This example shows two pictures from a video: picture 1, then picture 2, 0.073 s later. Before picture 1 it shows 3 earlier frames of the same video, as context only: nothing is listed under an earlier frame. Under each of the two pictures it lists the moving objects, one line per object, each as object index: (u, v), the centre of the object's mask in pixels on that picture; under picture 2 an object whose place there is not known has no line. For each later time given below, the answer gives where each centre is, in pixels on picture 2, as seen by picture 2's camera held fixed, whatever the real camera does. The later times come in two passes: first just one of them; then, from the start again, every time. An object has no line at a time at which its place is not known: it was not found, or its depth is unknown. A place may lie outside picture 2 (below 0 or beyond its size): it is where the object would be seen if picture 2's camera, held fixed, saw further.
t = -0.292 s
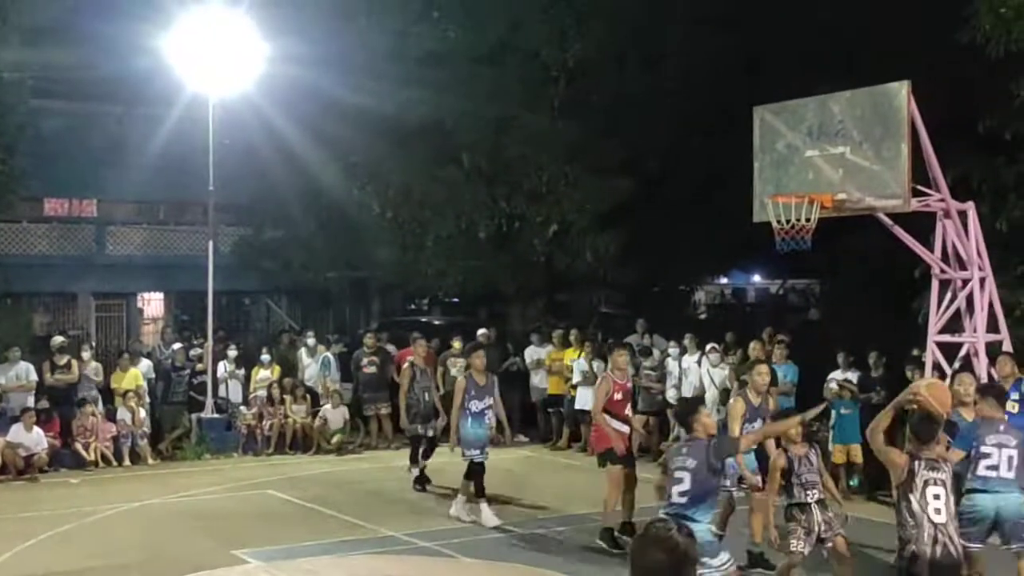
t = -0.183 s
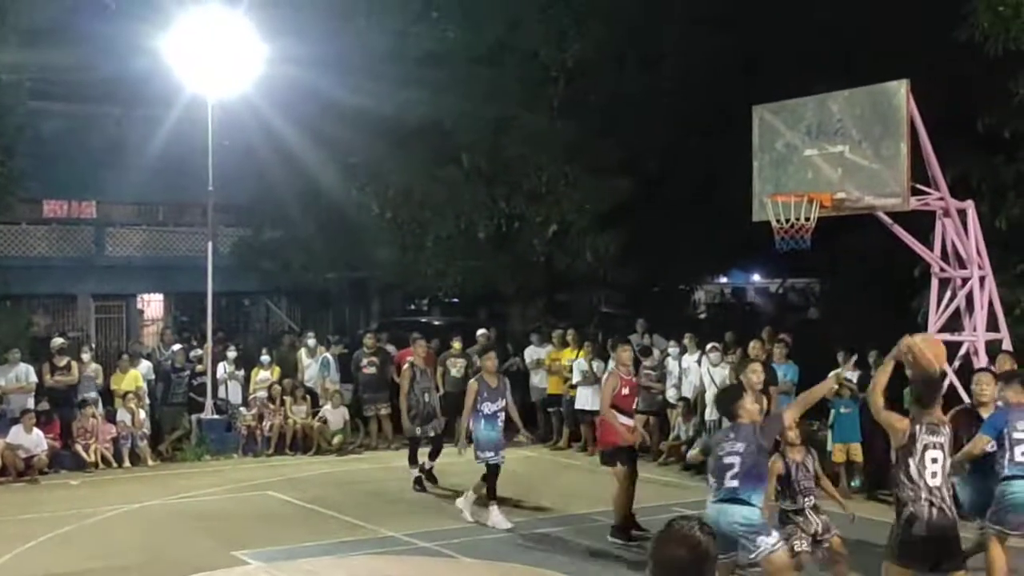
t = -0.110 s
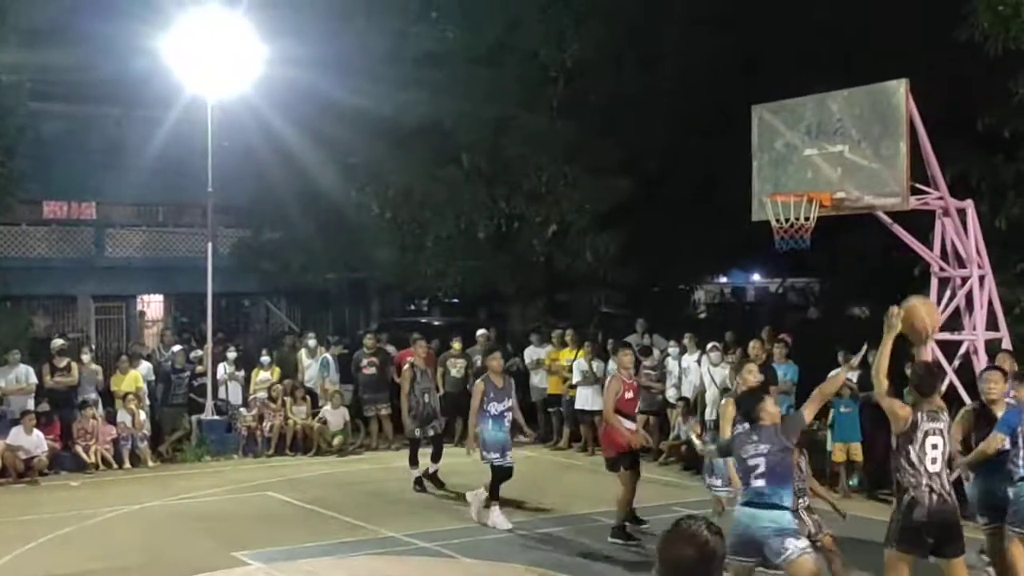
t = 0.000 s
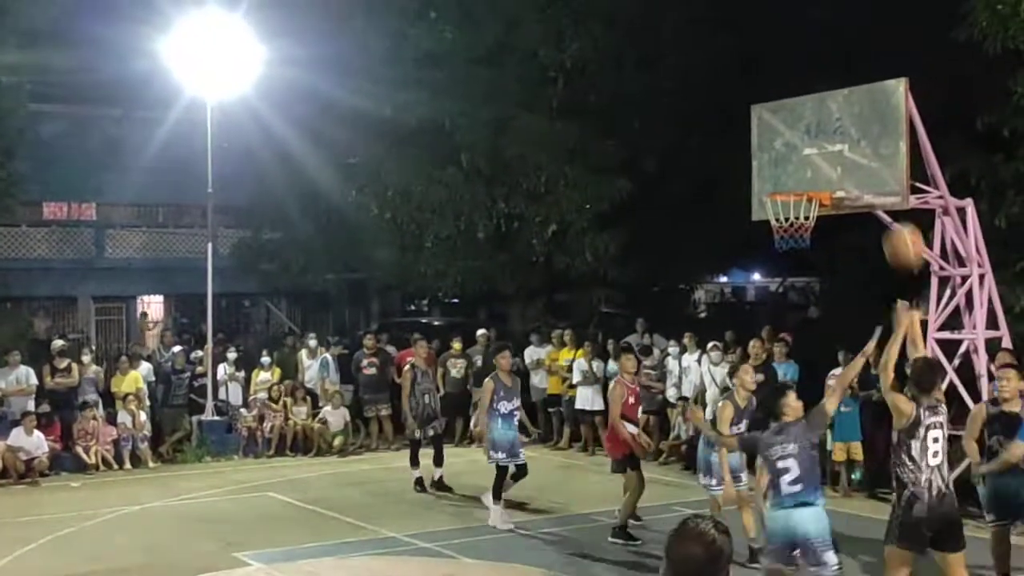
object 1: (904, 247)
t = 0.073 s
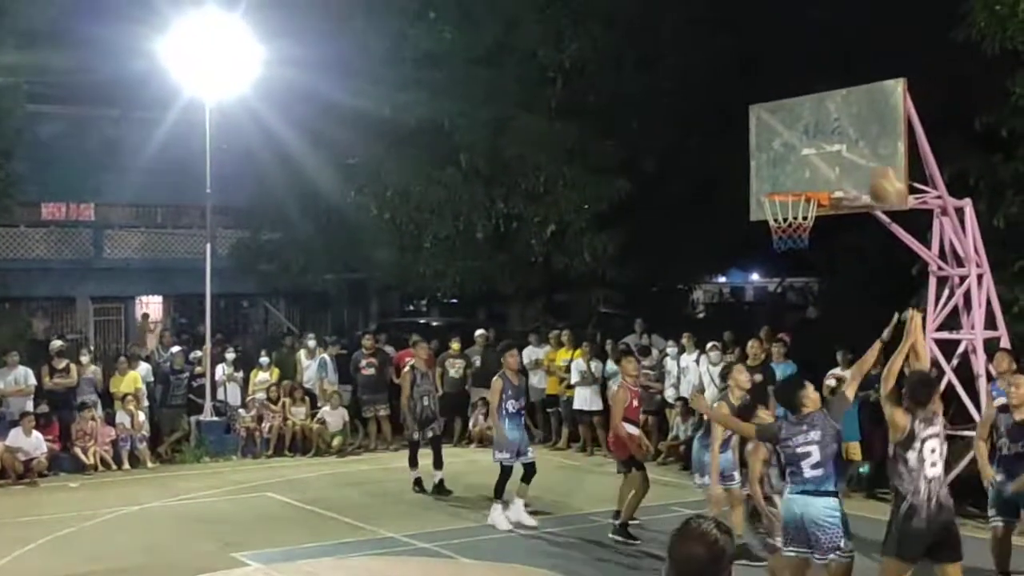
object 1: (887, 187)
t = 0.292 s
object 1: (858, 125)
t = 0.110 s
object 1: (880, 172)
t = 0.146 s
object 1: (875, 158)
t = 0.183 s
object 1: (870, 147)
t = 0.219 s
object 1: (868, 136)
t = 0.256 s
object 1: (861, 129)
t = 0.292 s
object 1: (858, 125)
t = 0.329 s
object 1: (853, 121)
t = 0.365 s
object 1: (845, 118)
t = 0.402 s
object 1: (841, 120)
